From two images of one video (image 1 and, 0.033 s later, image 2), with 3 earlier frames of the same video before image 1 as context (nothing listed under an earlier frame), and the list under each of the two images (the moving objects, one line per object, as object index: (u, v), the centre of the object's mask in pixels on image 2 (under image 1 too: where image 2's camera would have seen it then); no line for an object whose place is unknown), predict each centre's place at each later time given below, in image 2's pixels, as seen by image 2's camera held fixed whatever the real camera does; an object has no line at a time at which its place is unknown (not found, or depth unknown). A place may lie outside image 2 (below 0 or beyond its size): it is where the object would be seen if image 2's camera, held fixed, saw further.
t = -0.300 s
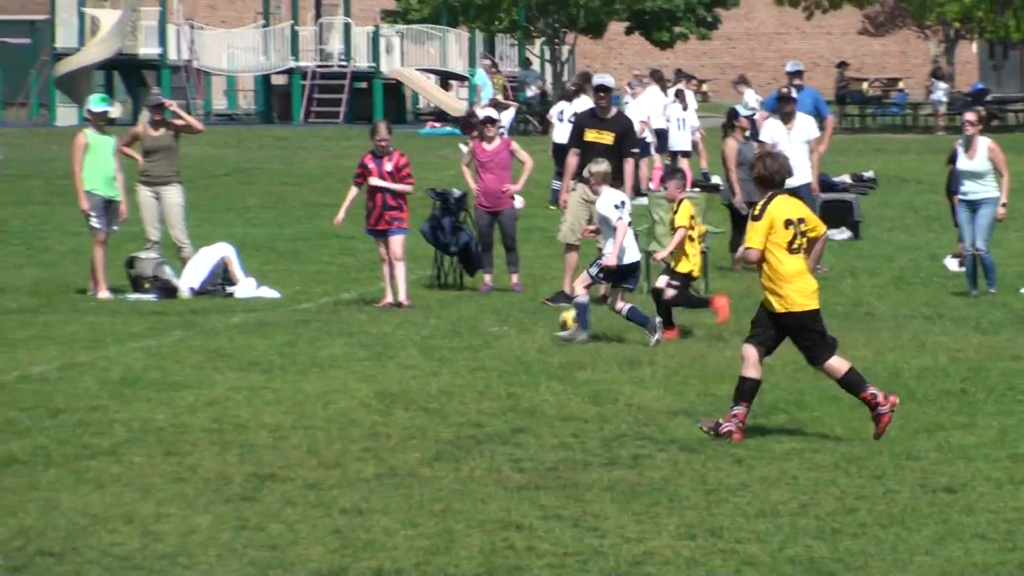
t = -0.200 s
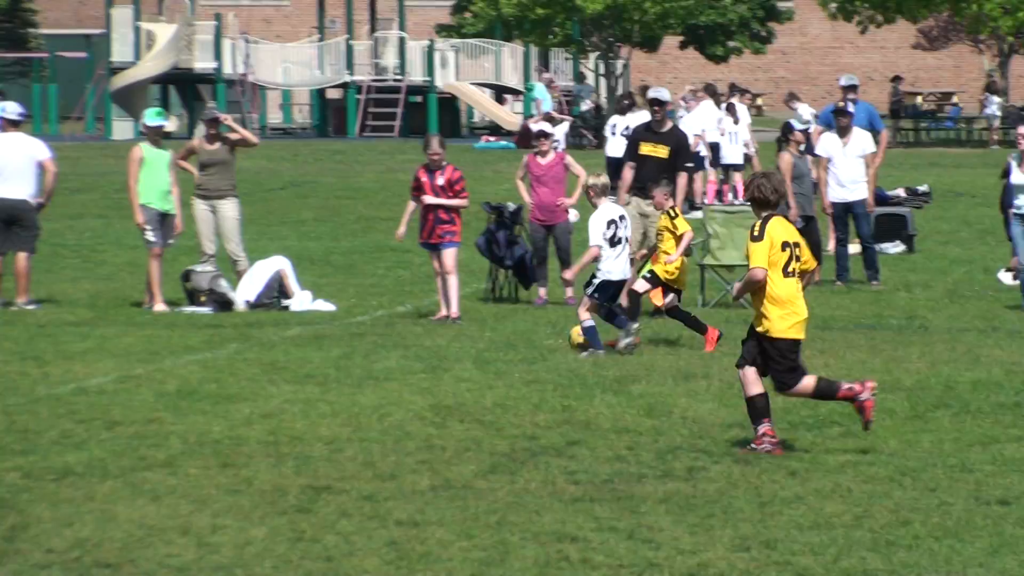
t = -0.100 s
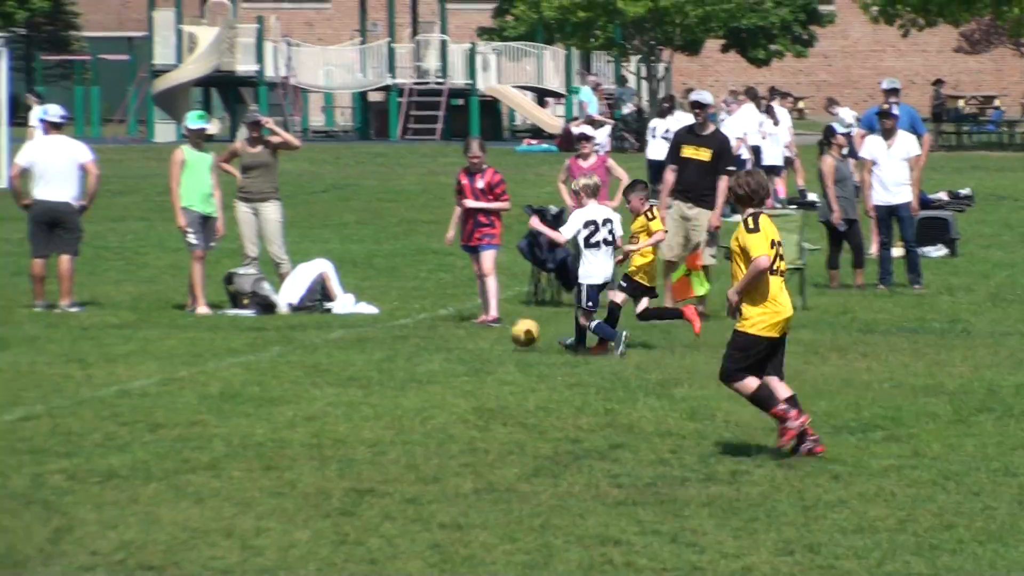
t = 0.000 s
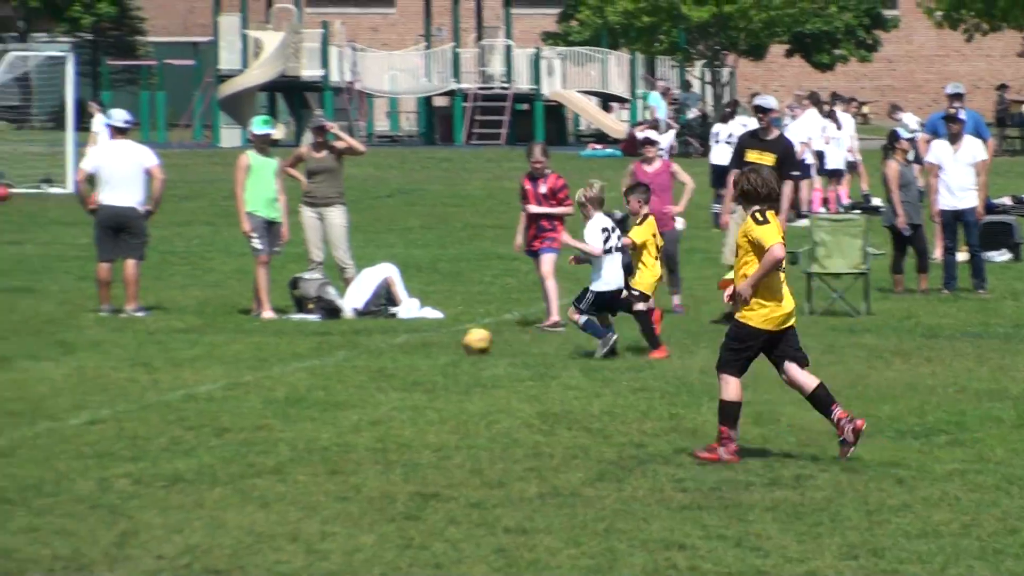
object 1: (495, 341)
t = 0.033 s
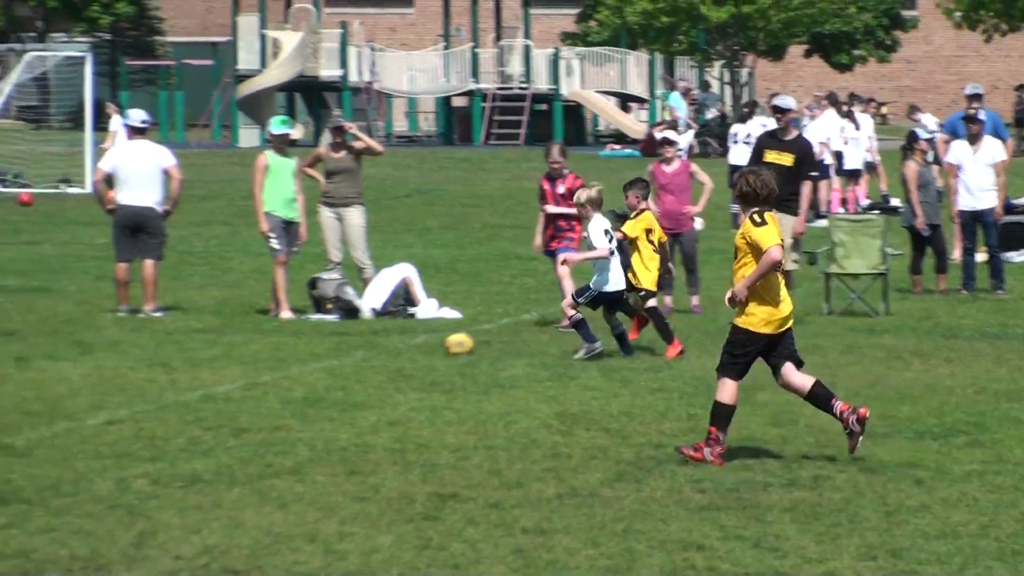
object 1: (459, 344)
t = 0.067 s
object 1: (428, 342)
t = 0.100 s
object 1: (397, 341)
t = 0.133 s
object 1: (368, 340)
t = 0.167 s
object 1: (340, 340)
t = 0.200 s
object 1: (313, 342)
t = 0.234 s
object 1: (287, 344)
